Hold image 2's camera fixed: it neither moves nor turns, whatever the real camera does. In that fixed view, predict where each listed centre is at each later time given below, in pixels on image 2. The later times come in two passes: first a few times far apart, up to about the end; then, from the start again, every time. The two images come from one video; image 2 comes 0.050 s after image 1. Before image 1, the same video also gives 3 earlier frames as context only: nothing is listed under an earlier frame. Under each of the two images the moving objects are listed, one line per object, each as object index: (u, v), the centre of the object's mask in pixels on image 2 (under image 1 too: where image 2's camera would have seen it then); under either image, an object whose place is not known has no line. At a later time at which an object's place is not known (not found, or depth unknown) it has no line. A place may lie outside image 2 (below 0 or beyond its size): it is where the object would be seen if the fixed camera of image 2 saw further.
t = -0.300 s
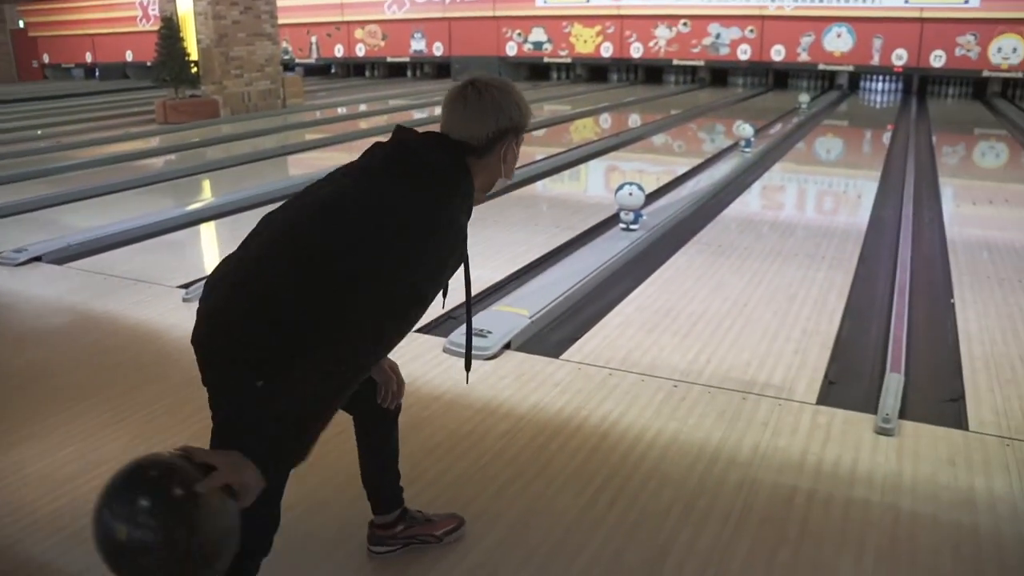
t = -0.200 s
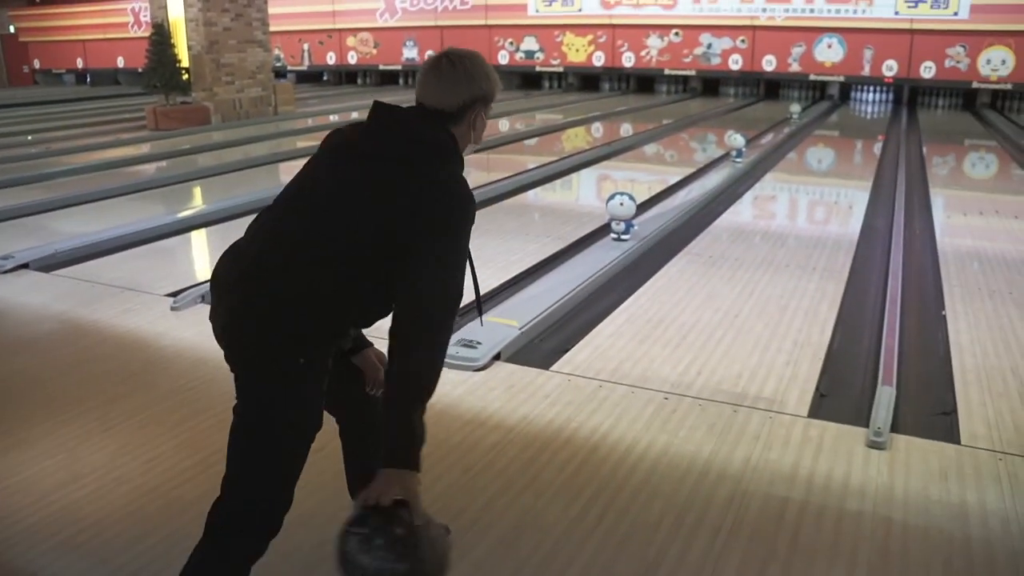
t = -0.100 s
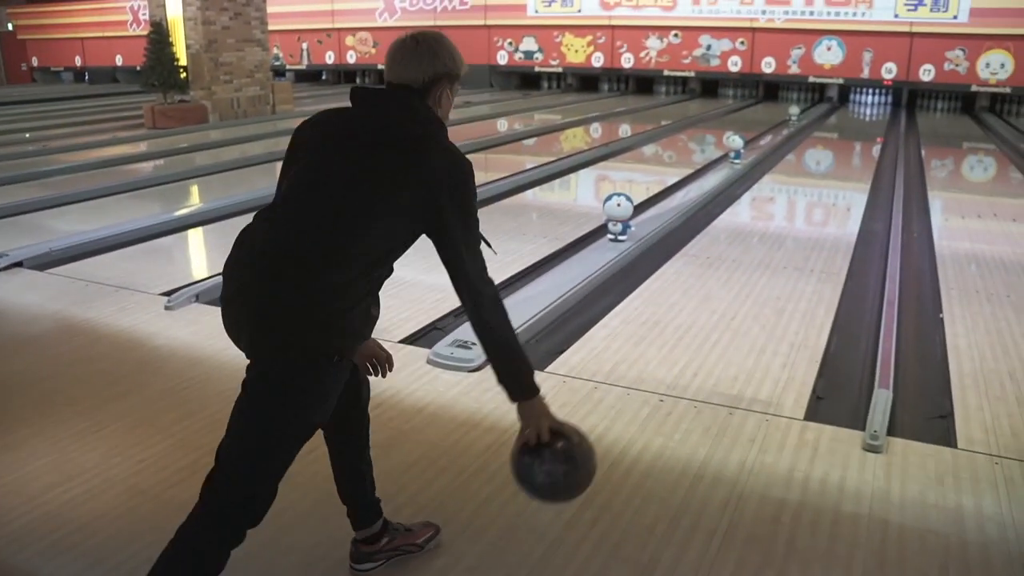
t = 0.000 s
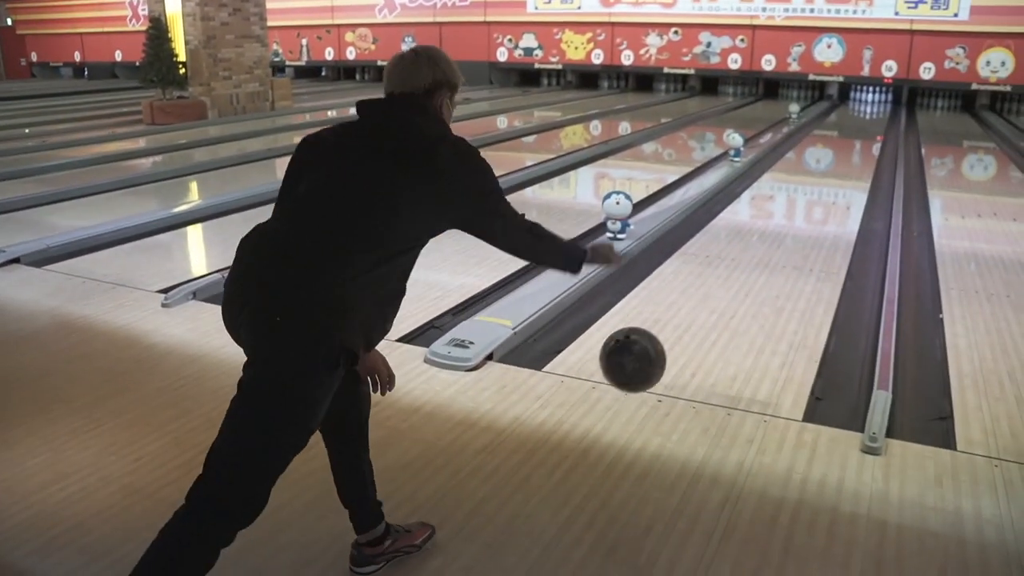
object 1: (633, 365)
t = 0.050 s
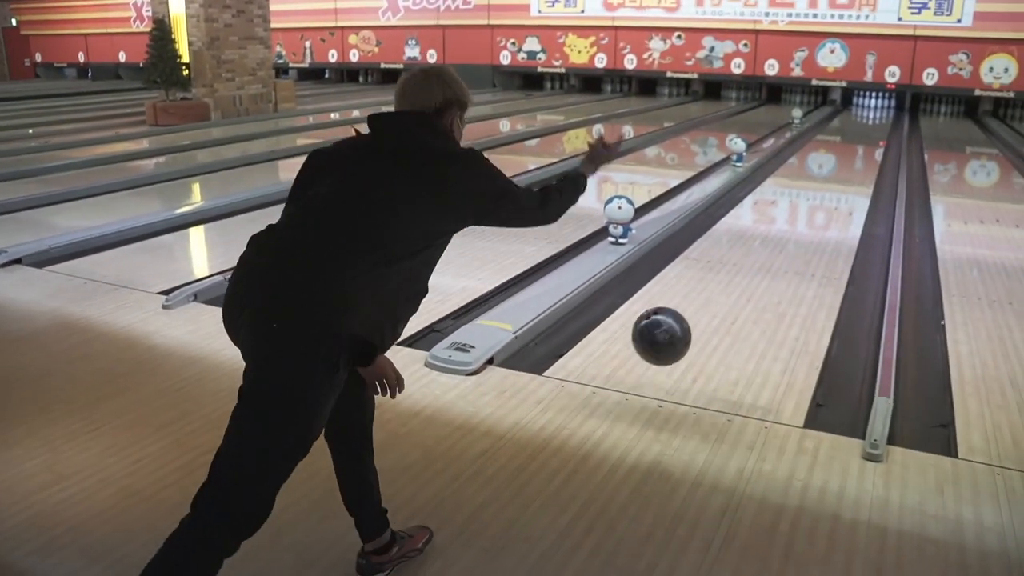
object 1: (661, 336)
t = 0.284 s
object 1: (736, 274)
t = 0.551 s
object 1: (778, 215)
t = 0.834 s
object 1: (803, 178)
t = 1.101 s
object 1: (818, 157)
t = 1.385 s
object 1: (829, 140)
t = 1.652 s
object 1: (836, 130)
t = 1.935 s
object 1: (842, 122)
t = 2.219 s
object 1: (847, 114)
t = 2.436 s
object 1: (849, 110)
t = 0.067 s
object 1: (669, 329)
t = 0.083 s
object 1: (677, 323)
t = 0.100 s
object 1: (683, 319)
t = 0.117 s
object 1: (689, 315)
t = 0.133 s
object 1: (696, 312)
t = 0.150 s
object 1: (701, 309)
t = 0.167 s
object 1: (706, 308)
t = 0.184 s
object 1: (711, 307)
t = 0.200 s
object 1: (715, 307)
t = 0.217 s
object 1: (719, 300)
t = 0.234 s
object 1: (724, 292)
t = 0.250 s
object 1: (728, 286)
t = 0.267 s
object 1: (732, 279)
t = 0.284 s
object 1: (736, 274)
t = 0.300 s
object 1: (740, 270)
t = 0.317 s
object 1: (743, 266)
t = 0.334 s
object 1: (746, 262)
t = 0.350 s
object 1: (749, 257)
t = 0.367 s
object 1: (752, 253)
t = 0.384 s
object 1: (755, 249)
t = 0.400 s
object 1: (758, 245)
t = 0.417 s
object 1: (761, 241)
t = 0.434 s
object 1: (763, 237)
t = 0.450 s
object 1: (765, 234)
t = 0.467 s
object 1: (768, 230)
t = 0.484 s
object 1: (770, 227)
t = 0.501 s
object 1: (772, 224)
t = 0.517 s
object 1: (774, 221)
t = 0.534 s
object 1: (776, 218)
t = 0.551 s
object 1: (778, 215)
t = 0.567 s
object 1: (780, 212)
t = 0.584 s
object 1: (782, 210)
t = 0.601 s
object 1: (784, 207)
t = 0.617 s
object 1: (785, 205)
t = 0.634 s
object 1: (787, 202)
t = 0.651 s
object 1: (789, 200)
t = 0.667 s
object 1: (790, 198)
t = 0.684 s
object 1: (792, 196)
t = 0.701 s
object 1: (793, 193)
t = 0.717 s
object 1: (795, 192)
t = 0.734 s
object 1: (796, 189)
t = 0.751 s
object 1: (797, 187)
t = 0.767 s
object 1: (798, 186)
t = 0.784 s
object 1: (800, 184)
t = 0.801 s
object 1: (801, 182)
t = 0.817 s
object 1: (802, 180)
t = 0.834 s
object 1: (803, 178)
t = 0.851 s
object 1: (804, 177)
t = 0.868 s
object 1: (805, 175)
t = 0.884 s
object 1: (807, 173)
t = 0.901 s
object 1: (808, 172)
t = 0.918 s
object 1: (809, 171)
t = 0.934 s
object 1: (809, 169)
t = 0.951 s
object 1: (810, 168)
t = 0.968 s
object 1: (811, 166)
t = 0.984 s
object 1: (812, 165)
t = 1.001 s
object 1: (813, 164)
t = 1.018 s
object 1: (814, 162)
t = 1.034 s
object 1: (815, 161)
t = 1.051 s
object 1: (816, 160)
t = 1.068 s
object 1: (817, 159)
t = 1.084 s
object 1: (817, 158)
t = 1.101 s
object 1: (818, 157)
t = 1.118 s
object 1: (818, 156)
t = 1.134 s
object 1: (820, 154)
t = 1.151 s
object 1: (820, 153)
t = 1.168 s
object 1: (821, 152)
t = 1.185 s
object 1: (822, 151)
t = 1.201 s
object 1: (823, 150)
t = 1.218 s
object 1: (823, 149)
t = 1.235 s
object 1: (824, 148)
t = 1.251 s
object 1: (824, 148)
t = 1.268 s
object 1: (825, 147)
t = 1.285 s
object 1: (825, 146)
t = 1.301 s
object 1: (826, 145)
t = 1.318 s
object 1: (827, 144)
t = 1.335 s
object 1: (827, 143)
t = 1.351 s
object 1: (828, 142)
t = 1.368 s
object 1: (828, 142)
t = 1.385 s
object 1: (829, 140)
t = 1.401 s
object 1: (829, 140)
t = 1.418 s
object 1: (830, 139)
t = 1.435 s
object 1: (830, 138)
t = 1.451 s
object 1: (831, 138)
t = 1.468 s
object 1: (832, 136)
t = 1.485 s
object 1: (832, 136)
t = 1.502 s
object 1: (832, 135)
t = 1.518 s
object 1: (833, 135)
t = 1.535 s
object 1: (833, 134)
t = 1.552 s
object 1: (834, 134)
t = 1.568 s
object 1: (834, 133)
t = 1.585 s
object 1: (835, 133)
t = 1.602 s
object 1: (835, 131)
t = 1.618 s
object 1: (836, 131)
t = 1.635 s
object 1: (836, 130)
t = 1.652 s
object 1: (836, 130)
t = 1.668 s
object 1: (837, 129)
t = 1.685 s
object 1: (836, 129)
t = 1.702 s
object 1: (837, 128)
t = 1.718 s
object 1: (838, 128)
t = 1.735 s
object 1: (838, 127)
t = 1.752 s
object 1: (838, 127)
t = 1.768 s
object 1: (839, 126)
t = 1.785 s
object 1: (839, 126)
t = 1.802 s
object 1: (839, 125)
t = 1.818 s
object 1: (840, 125)
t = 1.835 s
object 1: (840, 125)
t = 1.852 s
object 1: (840, 124)
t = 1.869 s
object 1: (840, 124)
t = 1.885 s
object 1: (841, 123)
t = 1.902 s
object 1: (841, 123)
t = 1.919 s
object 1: (841, 122)
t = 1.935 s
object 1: (842, 122)
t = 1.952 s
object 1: (842, 121)
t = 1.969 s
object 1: (842, 121)
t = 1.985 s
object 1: (842, 120)
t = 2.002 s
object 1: (843, 119)
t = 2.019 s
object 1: (843, 118)
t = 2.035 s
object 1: (844, 118)
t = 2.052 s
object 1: (844, 118)
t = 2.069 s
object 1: (845, 118)
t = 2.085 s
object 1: (845, 116)
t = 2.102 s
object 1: (845, 117)
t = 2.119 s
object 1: (845, 116)
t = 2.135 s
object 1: (845, 115)
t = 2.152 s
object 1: (846, 115)
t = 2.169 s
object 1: (846, 115)
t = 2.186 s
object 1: (846, 114)
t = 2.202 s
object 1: (846, 114)
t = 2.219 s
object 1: (847, 114)
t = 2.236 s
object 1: (847, 114)
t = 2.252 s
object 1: (847, 114)
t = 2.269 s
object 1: (847, 113)
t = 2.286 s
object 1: (847, 112)
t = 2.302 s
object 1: (846, 112)
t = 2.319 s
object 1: (847, 112)
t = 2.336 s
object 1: (848, 111)
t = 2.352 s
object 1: (849, 111)
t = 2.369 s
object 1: (849, 110)
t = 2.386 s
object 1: (849, 110)
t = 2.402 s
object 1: (849, 110)
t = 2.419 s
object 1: (849, 109)
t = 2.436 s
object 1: (849, 110)
